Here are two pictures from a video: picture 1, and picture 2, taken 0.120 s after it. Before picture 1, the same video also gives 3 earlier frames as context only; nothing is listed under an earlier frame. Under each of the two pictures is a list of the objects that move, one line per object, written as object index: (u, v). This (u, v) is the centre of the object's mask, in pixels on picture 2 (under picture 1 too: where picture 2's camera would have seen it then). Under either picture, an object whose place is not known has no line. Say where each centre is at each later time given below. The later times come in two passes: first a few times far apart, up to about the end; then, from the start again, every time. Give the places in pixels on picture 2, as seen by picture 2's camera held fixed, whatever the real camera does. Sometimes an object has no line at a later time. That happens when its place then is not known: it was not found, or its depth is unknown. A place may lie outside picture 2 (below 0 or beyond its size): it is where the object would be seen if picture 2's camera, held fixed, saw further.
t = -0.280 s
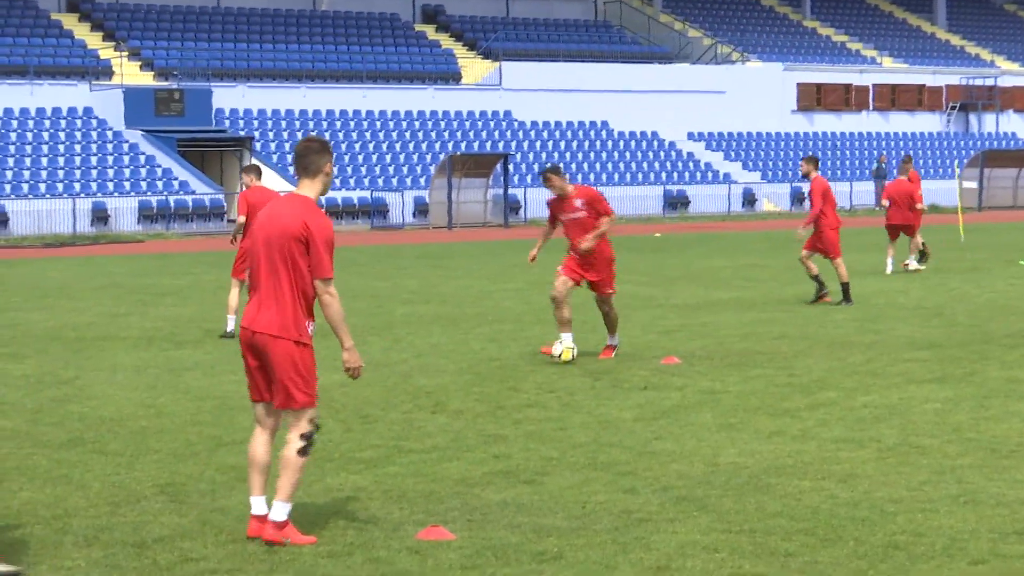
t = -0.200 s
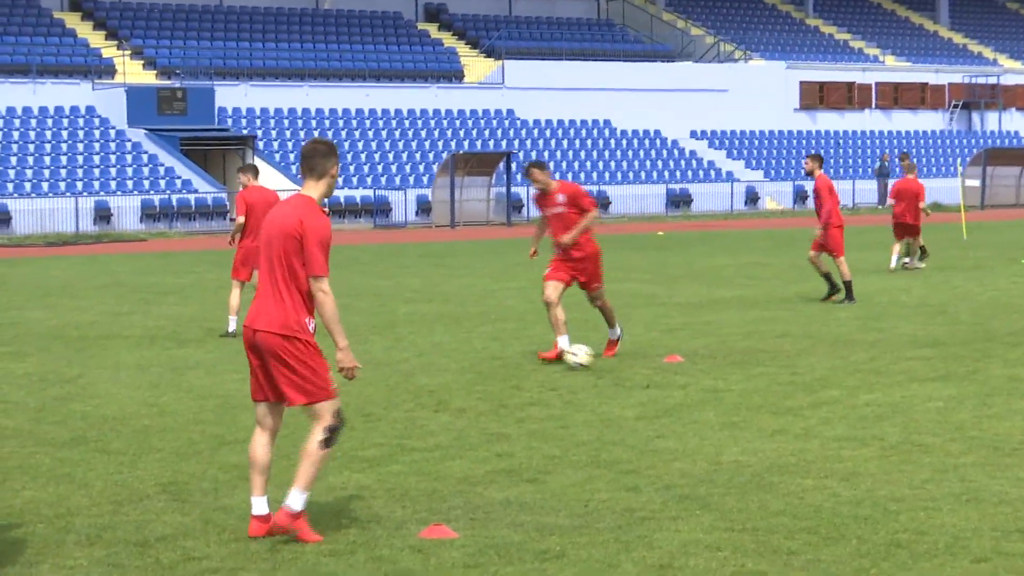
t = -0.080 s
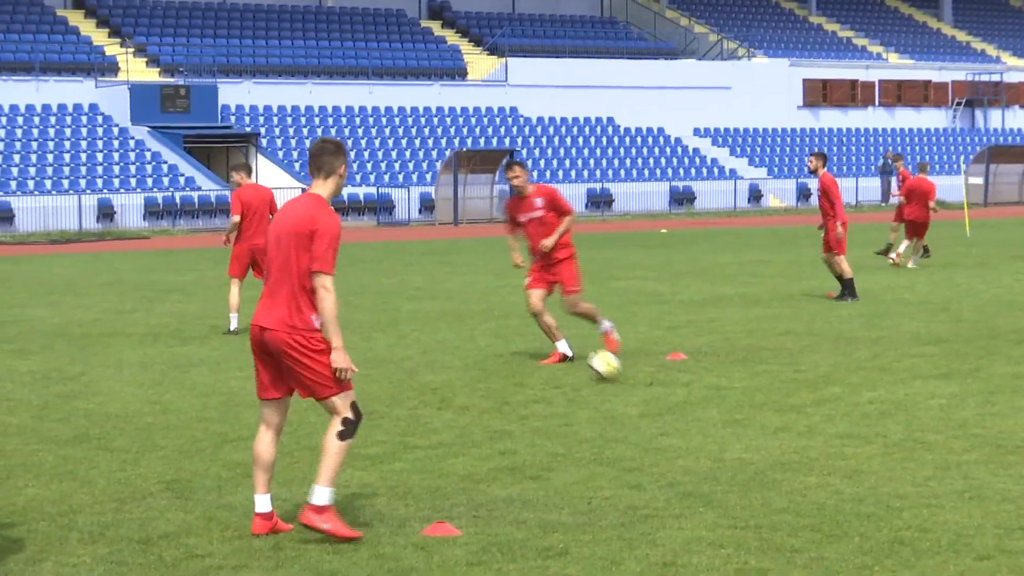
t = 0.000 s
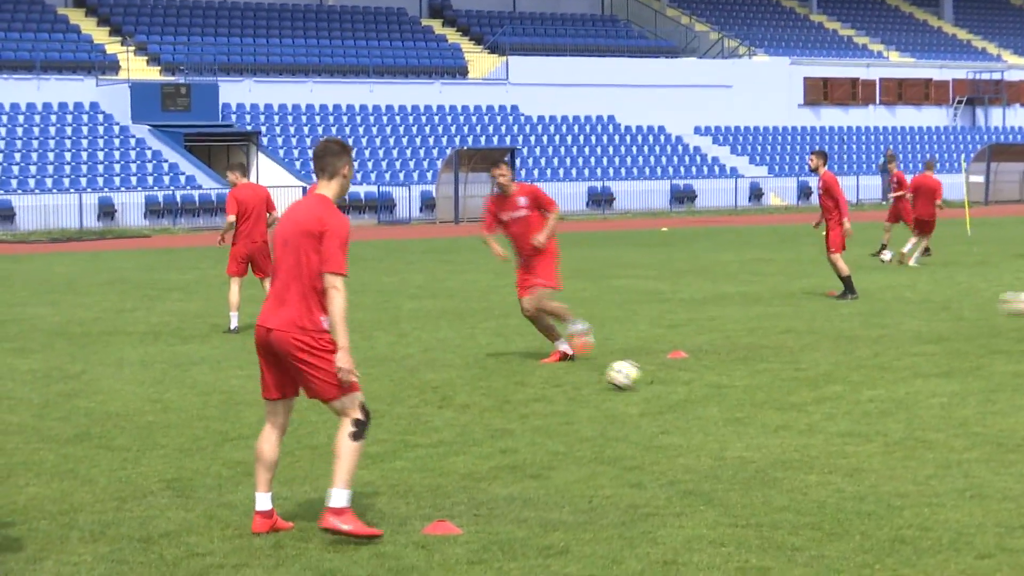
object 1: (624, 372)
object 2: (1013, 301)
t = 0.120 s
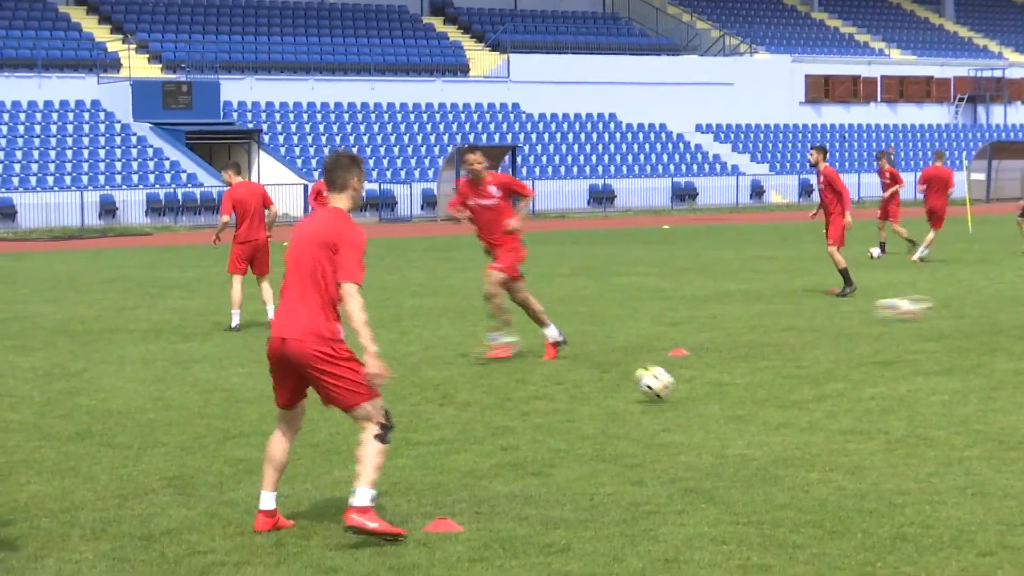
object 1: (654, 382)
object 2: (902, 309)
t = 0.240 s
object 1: (690, 402)
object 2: (768, 336)
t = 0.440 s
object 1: (754, 429)
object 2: (522, 370)
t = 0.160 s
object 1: (666, 391)
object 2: (858, 315)
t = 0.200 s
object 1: (678, 399)
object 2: (814, 325)
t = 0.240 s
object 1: (690, 402)
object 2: (768, 336)
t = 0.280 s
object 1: (702, 408)
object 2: (719, 351)
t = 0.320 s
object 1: (714, 414)
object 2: (668, 368)
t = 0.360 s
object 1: (728, 423)
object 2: (617, 377)
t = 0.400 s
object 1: (740, 428)
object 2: (571, 371)
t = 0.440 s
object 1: (754, 429)
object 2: (522, 370)
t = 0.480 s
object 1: (767, 433)
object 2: (475, 371)
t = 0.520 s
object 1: (781, 441)
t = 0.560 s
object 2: (364, 380)
